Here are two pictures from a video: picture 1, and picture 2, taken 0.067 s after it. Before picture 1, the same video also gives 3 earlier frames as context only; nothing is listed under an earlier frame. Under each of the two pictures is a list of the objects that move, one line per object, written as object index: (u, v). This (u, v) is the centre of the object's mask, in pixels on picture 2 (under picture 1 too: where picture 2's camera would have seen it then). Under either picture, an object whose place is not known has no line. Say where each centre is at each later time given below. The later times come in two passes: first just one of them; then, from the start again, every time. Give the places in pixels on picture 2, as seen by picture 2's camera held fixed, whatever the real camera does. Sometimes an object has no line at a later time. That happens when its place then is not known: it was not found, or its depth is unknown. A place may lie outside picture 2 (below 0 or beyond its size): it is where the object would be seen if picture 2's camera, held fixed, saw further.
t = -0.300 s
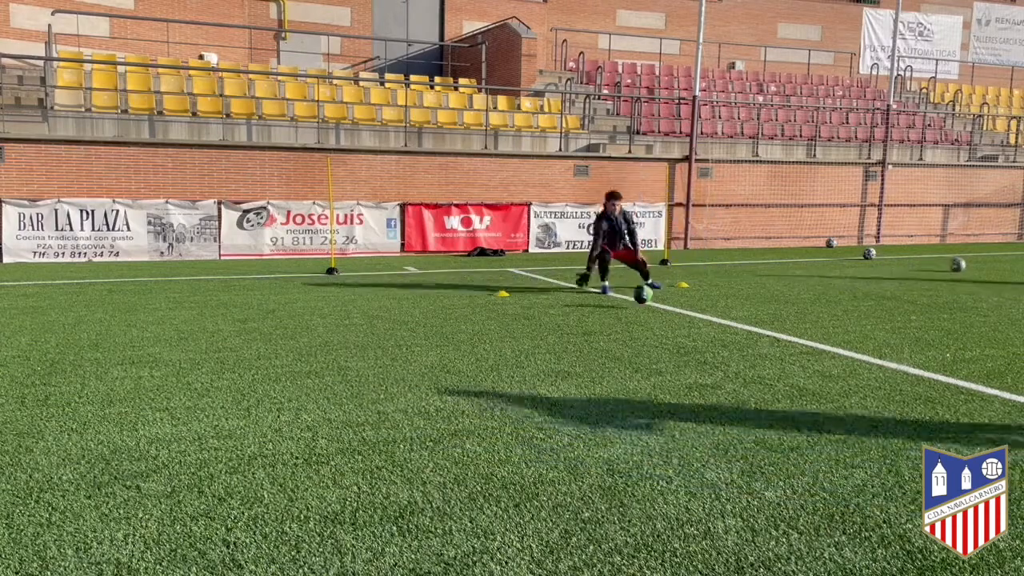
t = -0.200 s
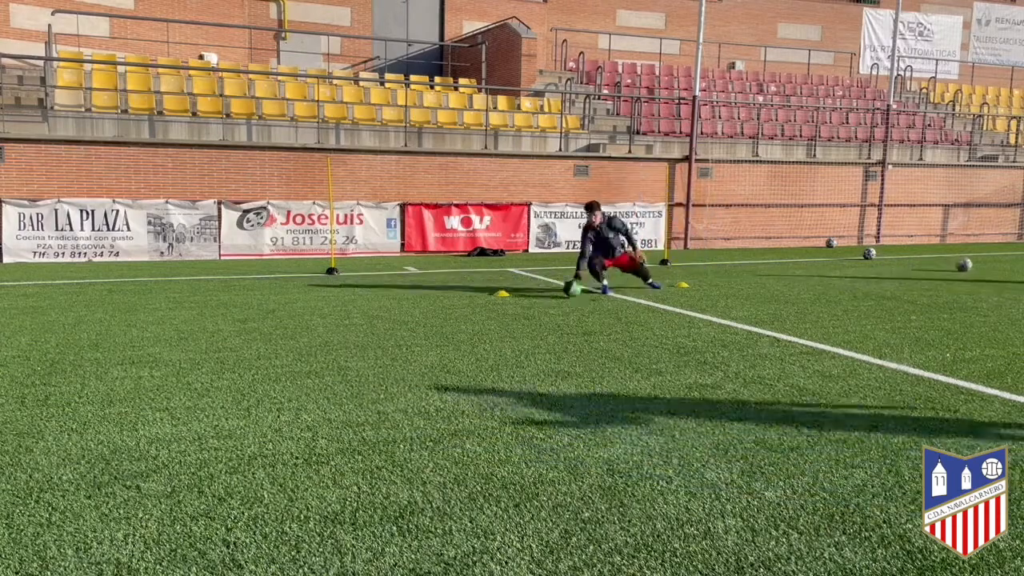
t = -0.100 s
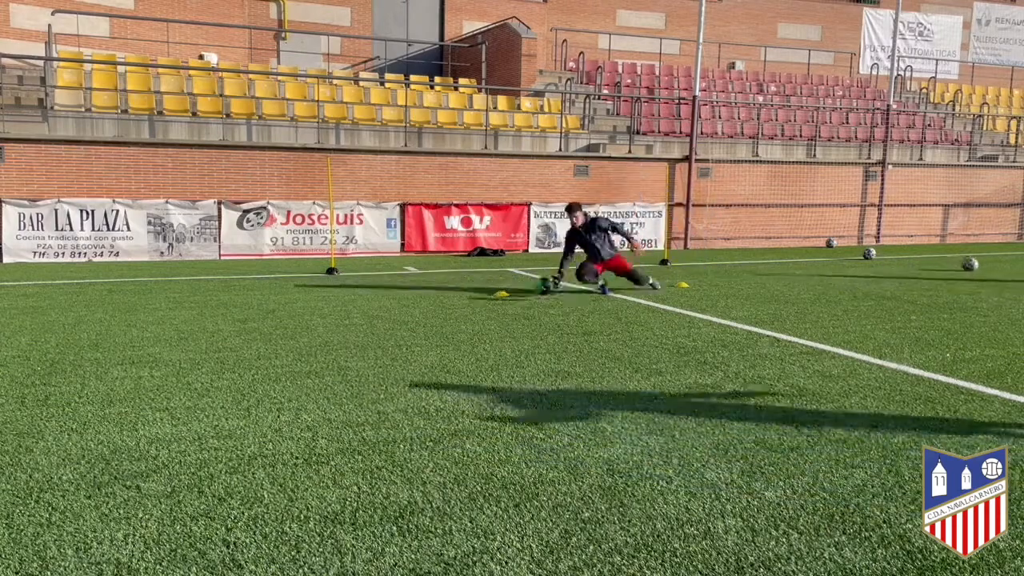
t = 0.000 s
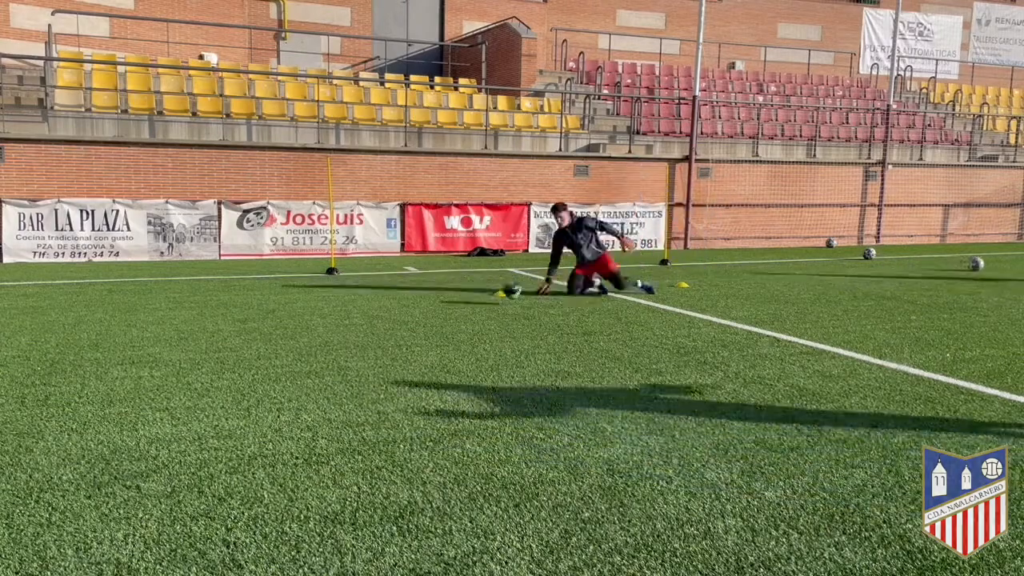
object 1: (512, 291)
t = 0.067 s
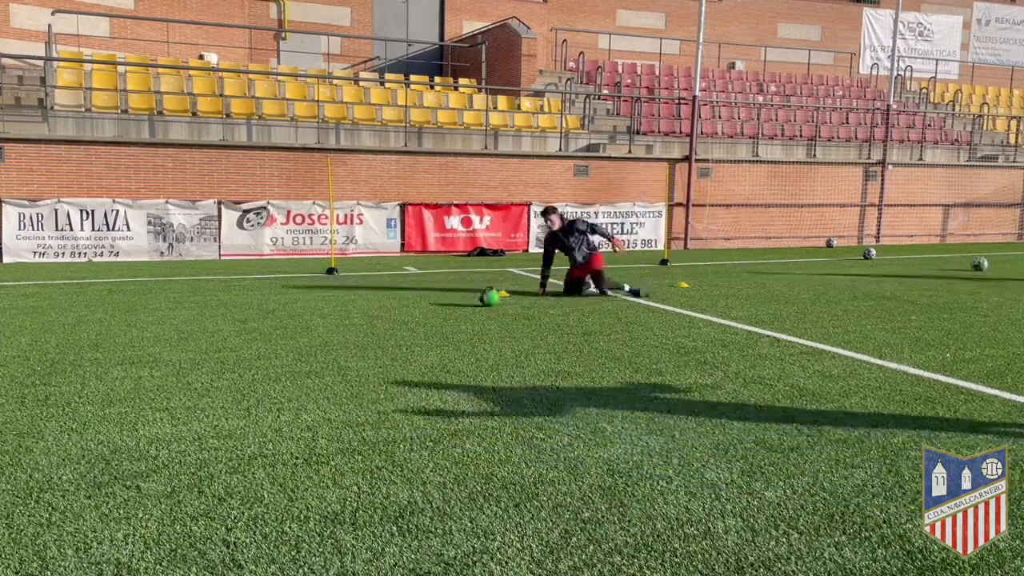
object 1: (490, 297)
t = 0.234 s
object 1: (440, 297)
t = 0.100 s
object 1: (480, 299)
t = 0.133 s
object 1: (470, 299)
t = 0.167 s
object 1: (461, 297)
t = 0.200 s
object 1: (451, 297)
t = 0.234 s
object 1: (440, 297)
